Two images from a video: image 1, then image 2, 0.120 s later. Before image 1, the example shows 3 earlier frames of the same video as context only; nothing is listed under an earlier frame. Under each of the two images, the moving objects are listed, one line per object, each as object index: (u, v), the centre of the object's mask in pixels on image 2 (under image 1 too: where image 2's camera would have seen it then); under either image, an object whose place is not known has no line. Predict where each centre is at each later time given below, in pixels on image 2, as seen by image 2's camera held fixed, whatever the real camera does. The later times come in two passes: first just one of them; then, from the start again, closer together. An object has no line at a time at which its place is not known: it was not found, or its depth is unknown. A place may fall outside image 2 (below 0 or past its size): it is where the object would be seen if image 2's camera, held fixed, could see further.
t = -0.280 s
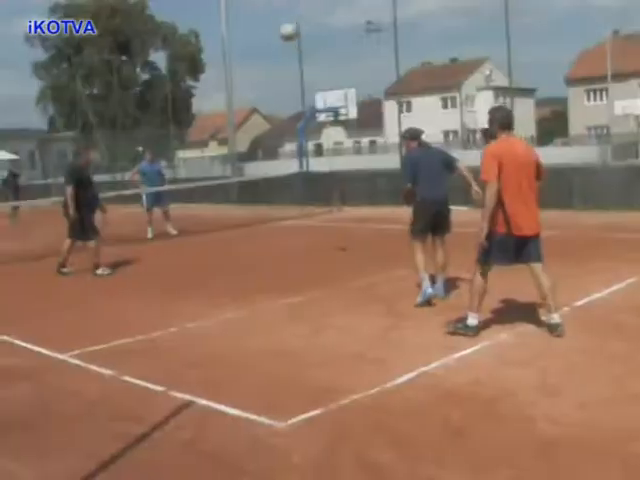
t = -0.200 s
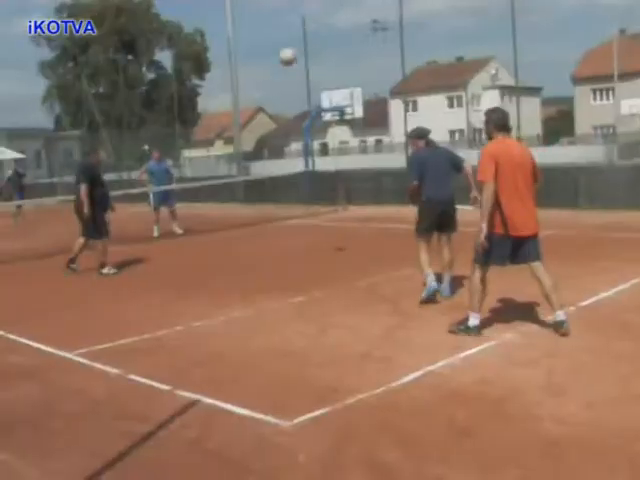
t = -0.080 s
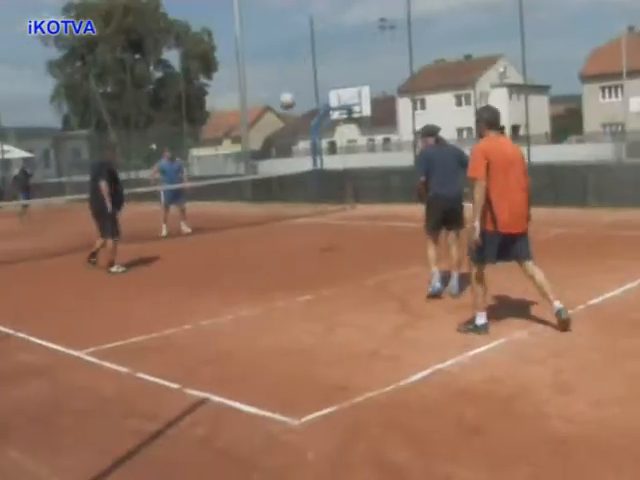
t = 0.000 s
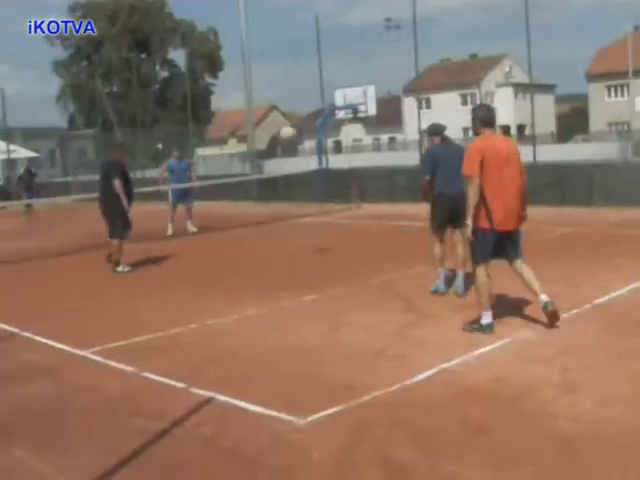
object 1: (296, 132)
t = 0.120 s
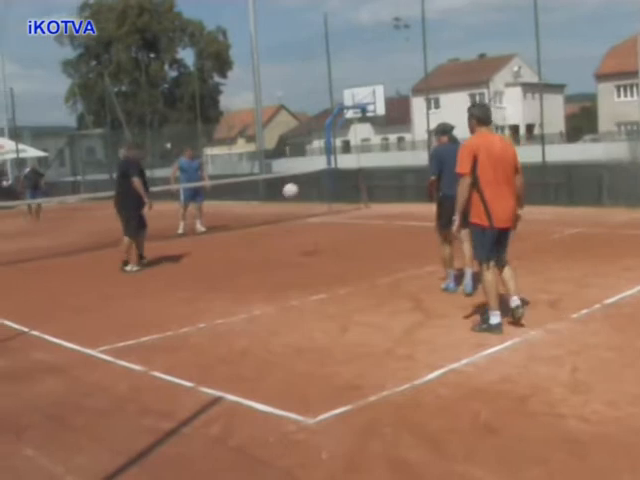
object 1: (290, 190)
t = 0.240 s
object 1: (286, 251)
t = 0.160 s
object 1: (288, 208)
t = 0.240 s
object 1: (286, 251)
